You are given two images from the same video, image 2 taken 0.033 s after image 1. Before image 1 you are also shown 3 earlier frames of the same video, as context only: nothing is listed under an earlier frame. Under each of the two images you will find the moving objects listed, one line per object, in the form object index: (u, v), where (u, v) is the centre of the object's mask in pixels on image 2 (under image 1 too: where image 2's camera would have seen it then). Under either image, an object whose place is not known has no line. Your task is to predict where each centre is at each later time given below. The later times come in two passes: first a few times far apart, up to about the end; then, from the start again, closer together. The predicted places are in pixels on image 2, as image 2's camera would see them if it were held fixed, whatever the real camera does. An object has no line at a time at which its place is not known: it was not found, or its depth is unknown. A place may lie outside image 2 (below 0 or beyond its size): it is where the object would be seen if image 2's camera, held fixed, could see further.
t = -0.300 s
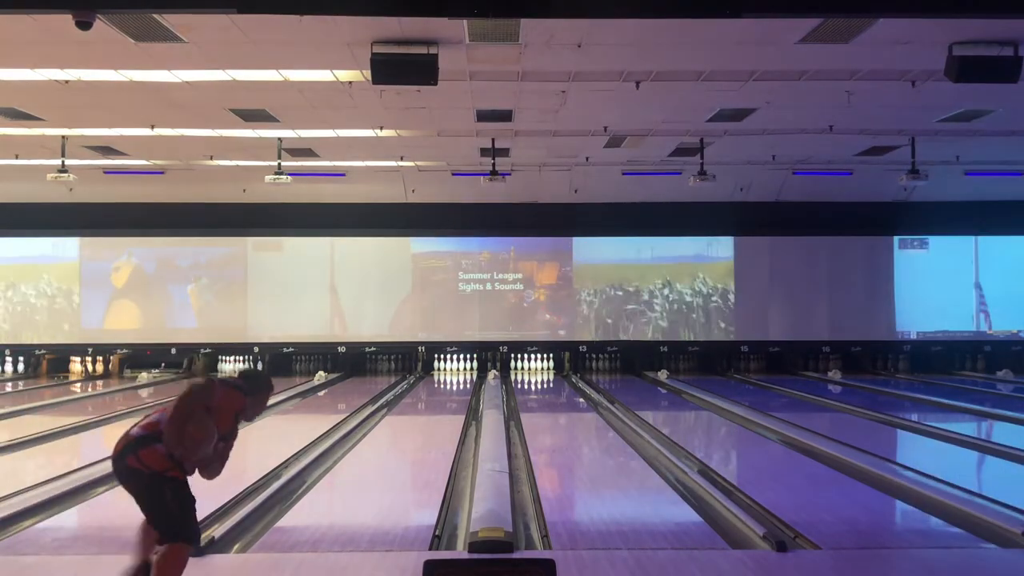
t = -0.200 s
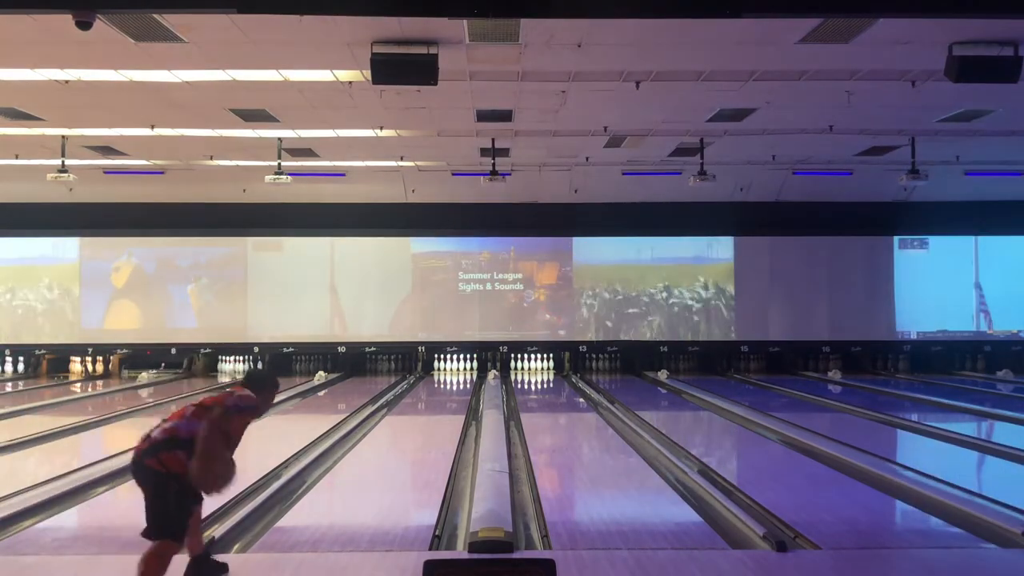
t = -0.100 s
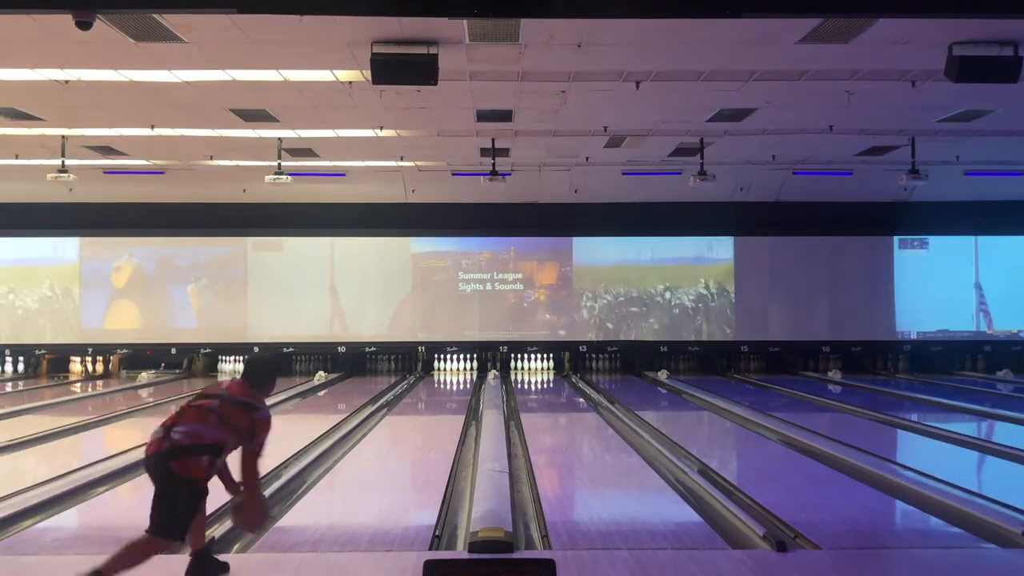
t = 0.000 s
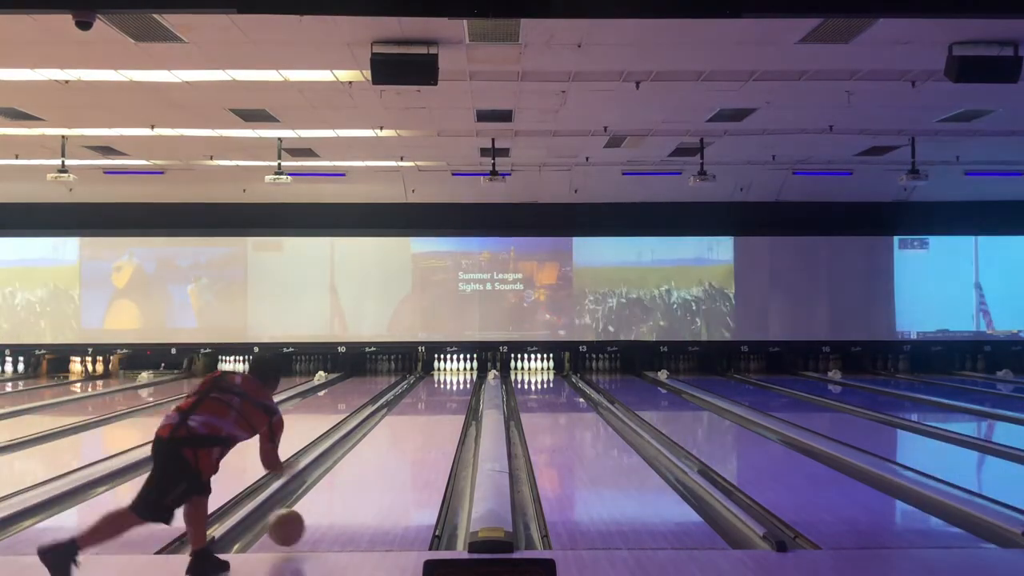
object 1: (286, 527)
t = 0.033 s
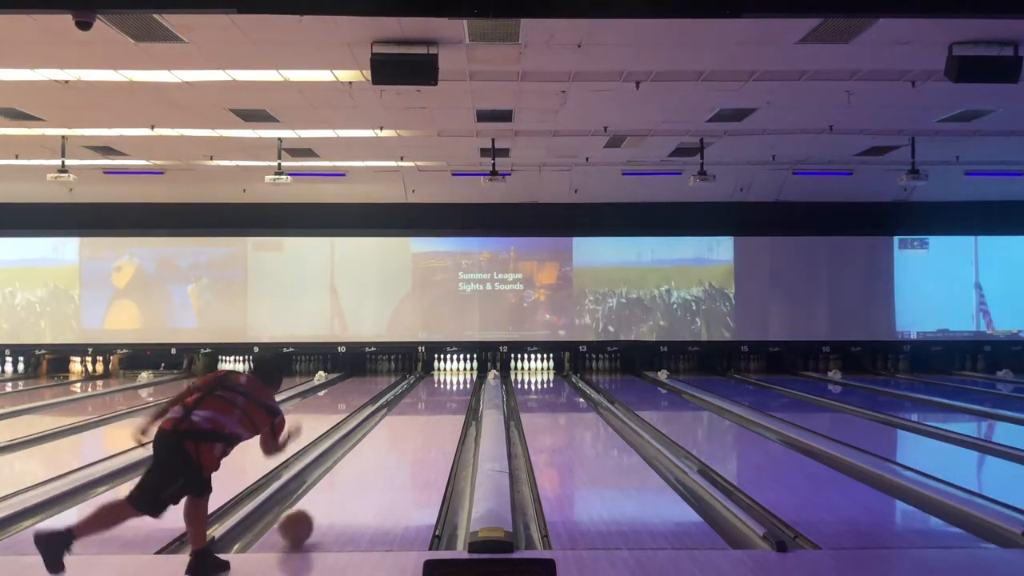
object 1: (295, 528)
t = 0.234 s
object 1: (340, 490)
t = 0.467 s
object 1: (375, 459)
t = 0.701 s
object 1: (399, 438)
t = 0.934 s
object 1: (417, 422)
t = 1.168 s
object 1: (429, 409)
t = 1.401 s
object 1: (440, 399)
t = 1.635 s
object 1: (448, 391)
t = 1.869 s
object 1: (453, 385)
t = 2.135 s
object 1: (458, 378)
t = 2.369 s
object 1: (458, 374)
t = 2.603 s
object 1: (456, 370)
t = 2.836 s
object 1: (451, 367)
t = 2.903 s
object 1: (450, 366)
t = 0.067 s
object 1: (304, 517)
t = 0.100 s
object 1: (313, 511)
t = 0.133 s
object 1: (320, 507)
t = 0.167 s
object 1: (327, 501)
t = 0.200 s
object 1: (334, 495)
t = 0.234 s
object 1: (340, 490)
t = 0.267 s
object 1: (346, 484)
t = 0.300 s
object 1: (351, 480)
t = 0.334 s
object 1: (357, 475)
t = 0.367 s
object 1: (362, 471)
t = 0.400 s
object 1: (366, 467)
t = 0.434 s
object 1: (371, 463)
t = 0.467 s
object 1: (375, 459)
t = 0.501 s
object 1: (379, 456)
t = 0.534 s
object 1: (383, 452)
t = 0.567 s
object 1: (387, 449)
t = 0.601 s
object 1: (390, 446)
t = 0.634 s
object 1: (393, 443)
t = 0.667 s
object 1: (397, 440)
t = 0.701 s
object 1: (399, 438)
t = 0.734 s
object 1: (403, 435)
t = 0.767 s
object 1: (405, 433)
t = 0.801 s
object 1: (408, 431)
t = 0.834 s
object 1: (411, 429)
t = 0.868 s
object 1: (413, 426)
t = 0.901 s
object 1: (415, 424)
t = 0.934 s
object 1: (417, 422)
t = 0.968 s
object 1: (419, 419)
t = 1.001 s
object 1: (420, 418)
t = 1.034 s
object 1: (422, 416)
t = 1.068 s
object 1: (424, 414)
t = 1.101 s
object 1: (426, 412)
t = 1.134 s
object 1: (428, 410)
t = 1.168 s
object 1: (429, 409)
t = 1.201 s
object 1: (430, 407)
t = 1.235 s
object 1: (433, 406)
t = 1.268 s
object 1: (434, 405)
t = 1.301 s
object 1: (436, 403)
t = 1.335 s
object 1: (437, 402)
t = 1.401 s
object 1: (440, 399)
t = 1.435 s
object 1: (441, 398)
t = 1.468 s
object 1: (442, 397)
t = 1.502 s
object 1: (443, 396)
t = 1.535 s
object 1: (444, 395)
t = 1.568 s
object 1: (445, 393)
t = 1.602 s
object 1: (446, 392)
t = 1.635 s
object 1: (448, 391)
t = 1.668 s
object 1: (448, 390)
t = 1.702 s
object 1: (449, 389)
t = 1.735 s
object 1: (450, 388)
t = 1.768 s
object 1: (452, 387)
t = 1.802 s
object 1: (452, 386)
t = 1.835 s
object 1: (453, 386)
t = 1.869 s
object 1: (453, 385)
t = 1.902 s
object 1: (453, 384)
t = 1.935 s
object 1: (455, 383)
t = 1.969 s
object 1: (455, 382)
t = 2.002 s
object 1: (456, 381)
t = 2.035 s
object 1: (456, 381)
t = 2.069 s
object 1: (457, 380)
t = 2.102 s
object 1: (457, 379)
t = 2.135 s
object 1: (458, 378)
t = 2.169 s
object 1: (458, 378)
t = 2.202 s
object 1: (458, 377)
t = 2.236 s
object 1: (458, 376)
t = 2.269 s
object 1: (458, 376)
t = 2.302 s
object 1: (458, 375)
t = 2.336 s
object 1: (458, 375)
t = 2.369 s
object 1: (458, 374)
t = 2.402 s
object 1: (458, 373)
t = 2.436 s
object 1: (458, 373)
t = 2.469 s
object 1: (457, 372)
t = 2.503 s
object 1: (457, 371)
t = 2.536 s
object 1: (457, 371)
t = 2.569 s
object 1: (456, 371)
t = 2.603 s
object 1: (456, 370)
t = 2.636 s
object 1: (455, 370)
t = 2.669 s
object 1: (455, 369)
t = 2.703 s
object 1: (454, 369)
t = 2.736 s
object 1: (453, 368)
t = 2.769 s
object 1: (453, 368)
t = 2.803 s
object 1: (452, 367)
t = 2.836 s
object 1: (451, 367)
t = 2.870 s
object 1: (450, 367)
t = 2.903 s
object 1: (450, 366)
